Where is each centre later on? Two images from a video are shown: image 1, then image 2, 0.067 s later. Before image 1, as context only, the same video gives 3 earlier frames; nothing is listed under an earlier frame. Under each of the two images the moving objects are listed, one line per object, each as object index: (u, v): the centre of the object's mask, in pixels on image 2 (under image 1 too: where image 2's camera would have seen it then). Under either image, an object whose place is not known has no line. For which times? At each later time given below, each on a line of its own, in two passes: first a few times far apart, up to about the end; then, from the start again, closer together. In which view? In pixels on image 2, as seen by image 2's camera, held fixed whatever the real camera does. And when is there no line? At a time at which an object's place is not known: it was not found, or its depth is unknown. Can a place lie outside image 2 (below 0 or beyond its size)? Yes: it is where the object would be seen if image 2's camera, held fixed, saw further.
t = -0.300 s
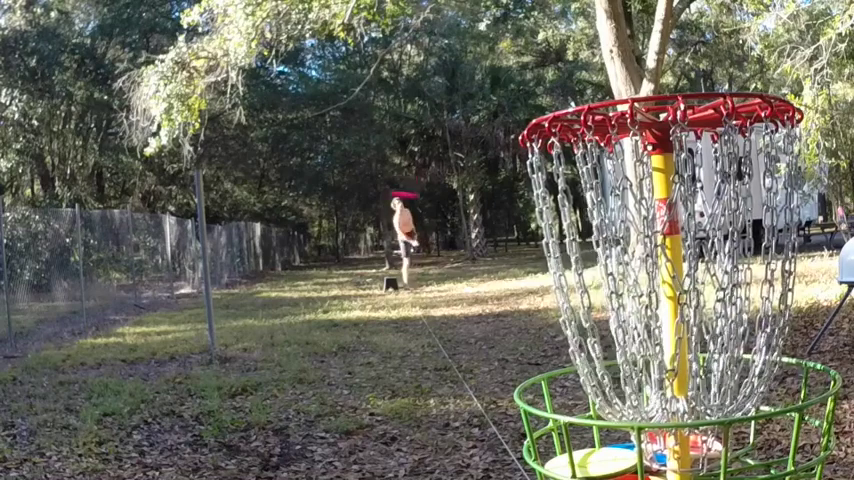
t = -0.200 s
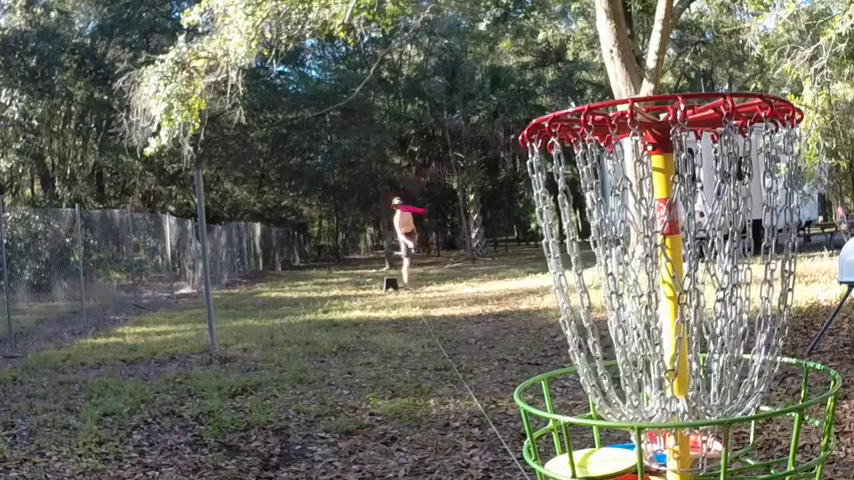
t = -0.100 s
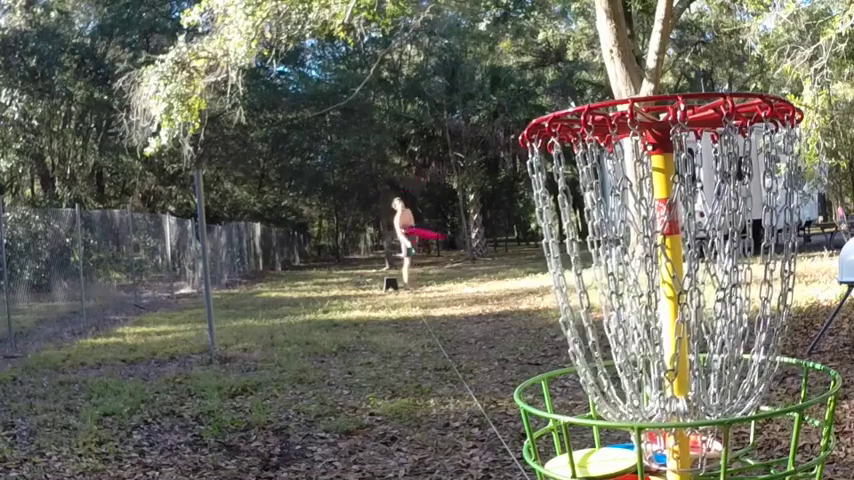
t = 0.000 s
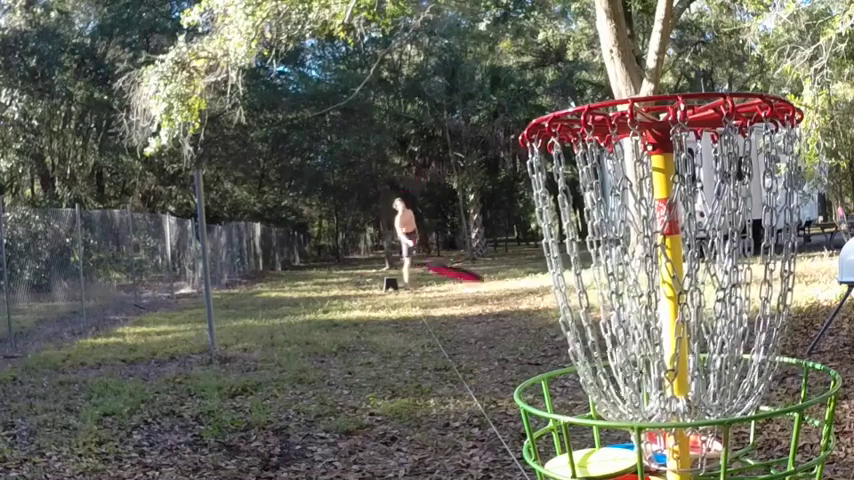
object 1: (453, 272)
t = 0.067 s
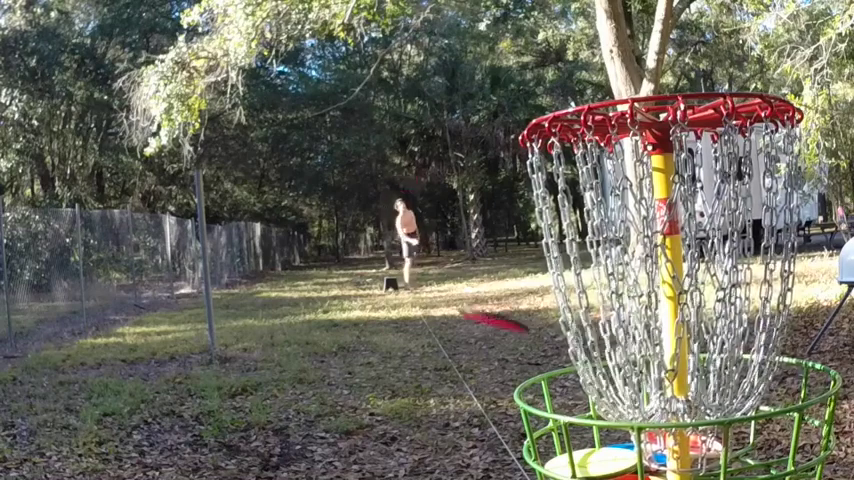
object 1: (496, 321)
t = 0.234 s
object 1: (371, 346)
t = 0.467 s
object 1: (37, 455)
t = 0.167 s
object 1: (483, 339)
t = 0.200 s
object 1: (424, 341)
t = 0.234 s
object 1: (371, 346)
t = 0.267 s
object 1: (319, 348)
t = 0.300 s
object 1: (261, 361)
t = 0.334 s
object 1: (212, 376)
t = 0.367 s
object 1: (166, 391)
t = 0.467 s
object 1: (37, 455)
